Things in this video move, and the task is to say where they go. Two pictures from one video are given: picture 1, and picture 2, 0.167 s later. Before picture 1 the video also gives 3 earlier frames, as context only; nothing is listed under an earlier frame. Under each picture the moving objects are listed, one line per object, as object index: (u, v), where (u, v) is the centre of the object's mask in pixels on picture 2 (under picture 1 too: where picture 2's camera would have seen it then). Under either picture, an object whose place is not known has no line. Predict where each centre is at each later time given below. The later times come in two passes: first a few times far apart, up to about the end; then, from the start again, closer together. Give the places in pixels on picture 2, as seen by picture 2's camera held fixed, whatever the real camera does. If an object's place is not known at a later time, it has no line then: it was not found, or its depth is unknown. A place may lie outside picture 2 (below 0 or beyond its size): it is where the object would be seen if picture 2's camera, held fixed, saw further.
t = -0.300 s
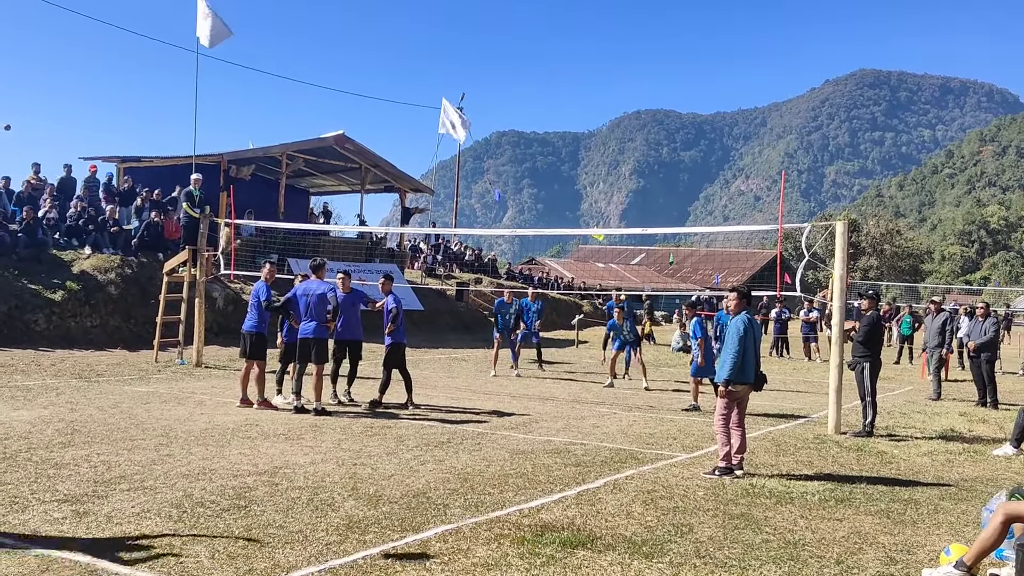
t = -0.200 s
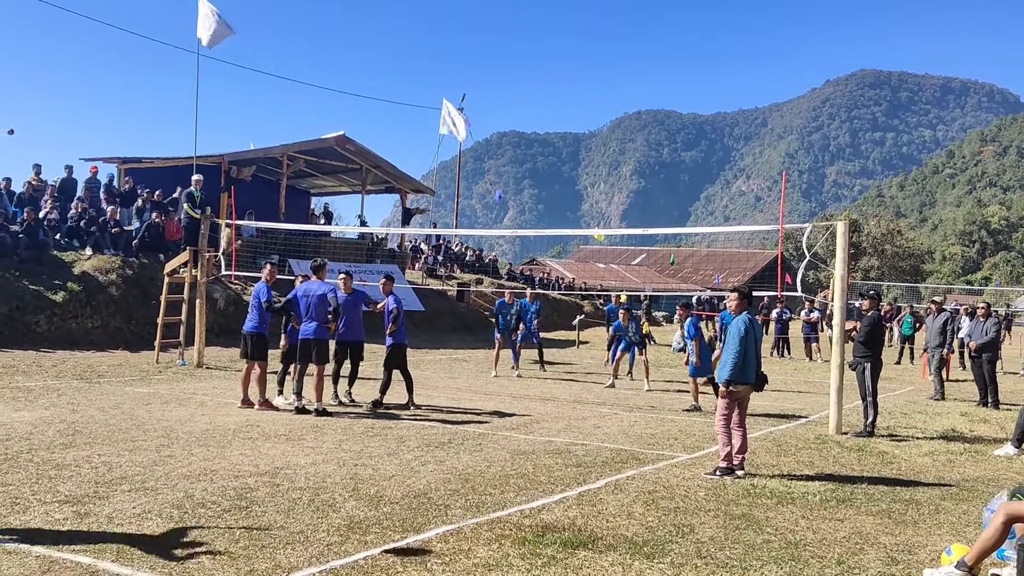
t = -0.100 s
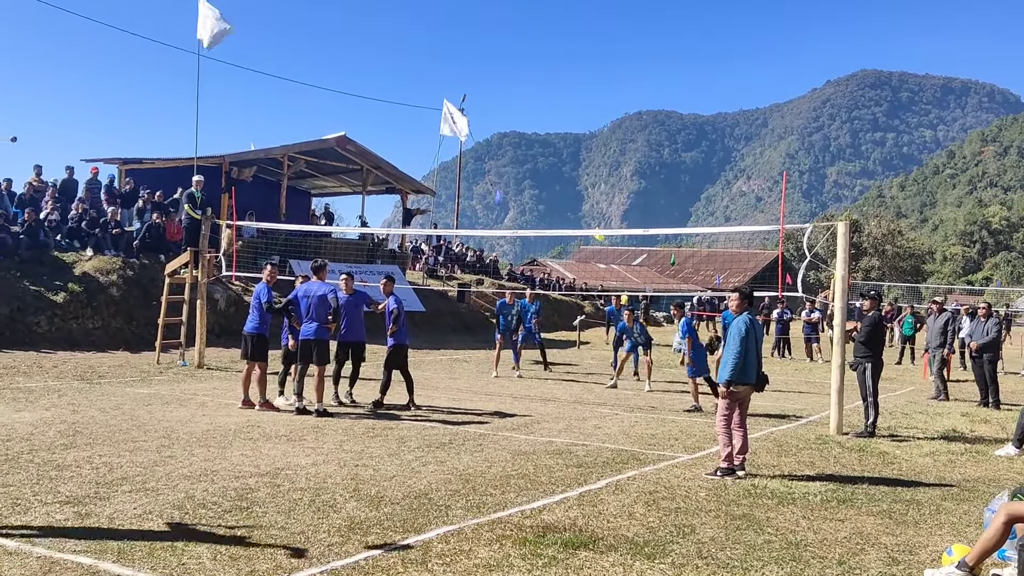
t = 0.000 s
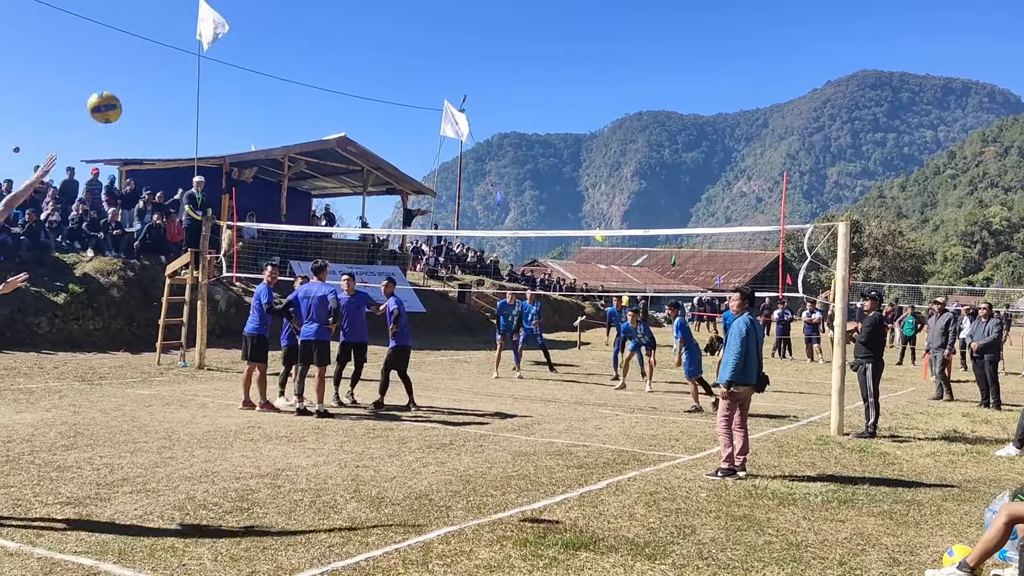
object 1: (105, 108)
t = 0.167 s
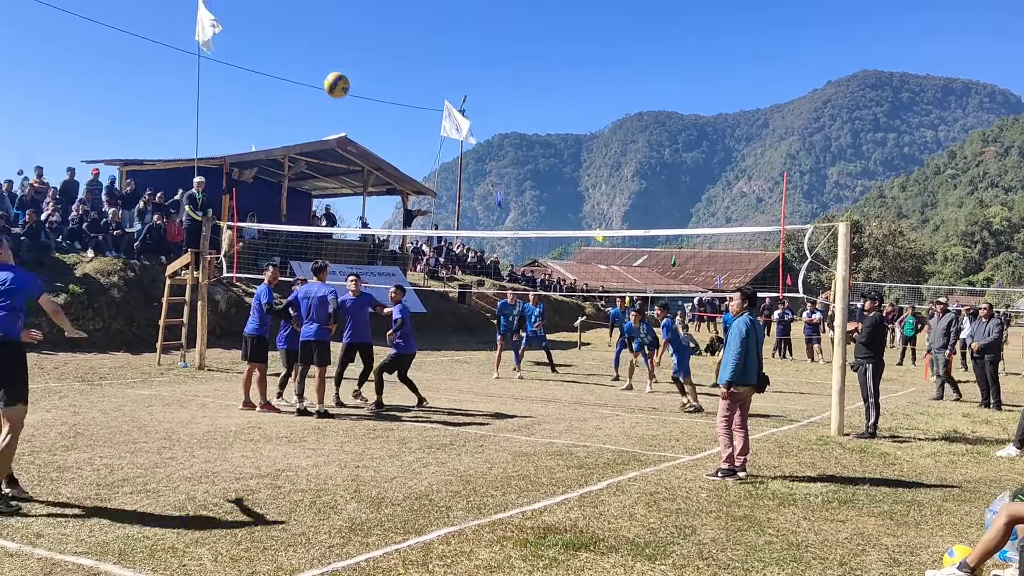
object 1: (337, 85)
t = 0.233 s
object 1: (402, 86)
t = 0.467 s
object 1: (563, 114)
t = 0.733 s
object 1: (673, 174)
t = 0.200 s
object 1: (371, 85)
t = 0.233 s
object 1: (402, 86)
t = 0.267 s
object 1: (431, 88)
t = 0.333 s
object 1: (482, 94)
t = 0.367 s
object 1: (505, 99)
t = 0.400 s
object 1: (525, 103)
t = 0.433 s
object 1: (545, 108)
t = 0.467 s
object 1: (563, 114)
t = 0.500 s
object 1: (580, 121)
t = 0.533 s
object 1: (595, 127)
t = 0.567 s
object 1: (610, 134)
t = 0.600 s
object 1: (624, 142)
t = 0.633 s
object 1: (637, 149)
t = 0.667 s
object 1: (650, 158)
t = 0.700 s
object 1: (662, 166)
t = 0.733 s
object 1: (673, 174)
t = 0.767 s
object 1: (684, 184)
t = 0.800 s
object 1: (695, 193)
